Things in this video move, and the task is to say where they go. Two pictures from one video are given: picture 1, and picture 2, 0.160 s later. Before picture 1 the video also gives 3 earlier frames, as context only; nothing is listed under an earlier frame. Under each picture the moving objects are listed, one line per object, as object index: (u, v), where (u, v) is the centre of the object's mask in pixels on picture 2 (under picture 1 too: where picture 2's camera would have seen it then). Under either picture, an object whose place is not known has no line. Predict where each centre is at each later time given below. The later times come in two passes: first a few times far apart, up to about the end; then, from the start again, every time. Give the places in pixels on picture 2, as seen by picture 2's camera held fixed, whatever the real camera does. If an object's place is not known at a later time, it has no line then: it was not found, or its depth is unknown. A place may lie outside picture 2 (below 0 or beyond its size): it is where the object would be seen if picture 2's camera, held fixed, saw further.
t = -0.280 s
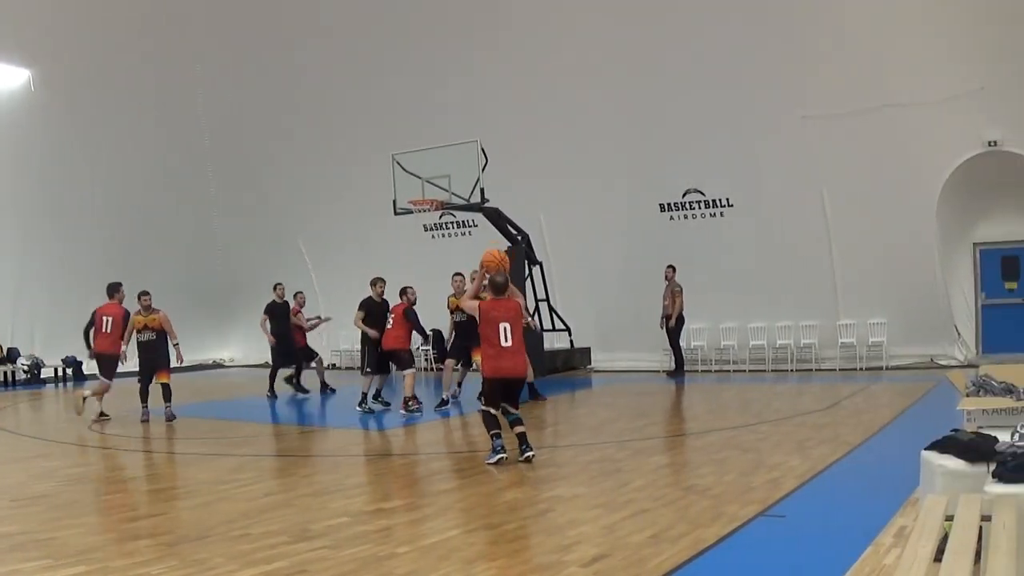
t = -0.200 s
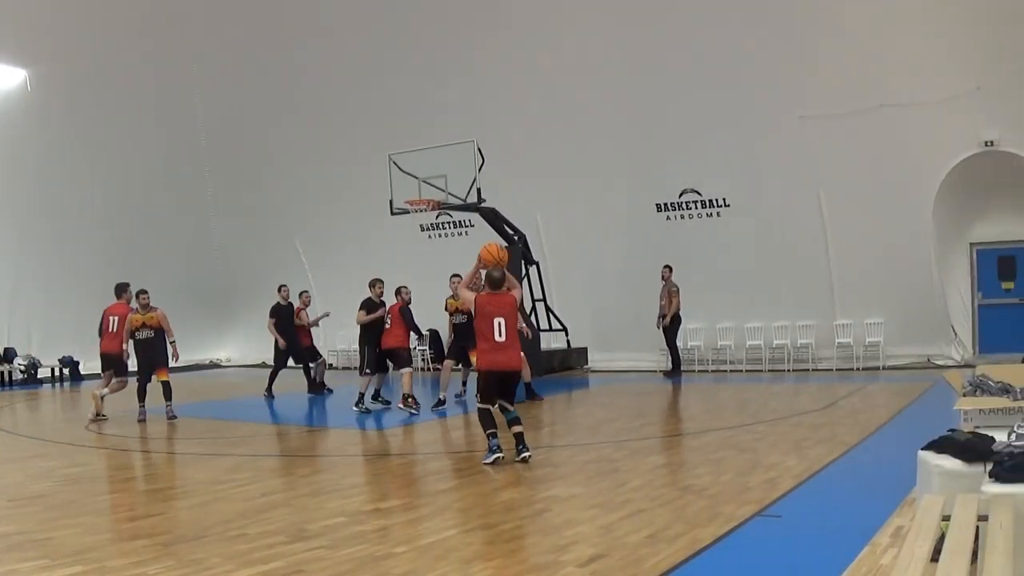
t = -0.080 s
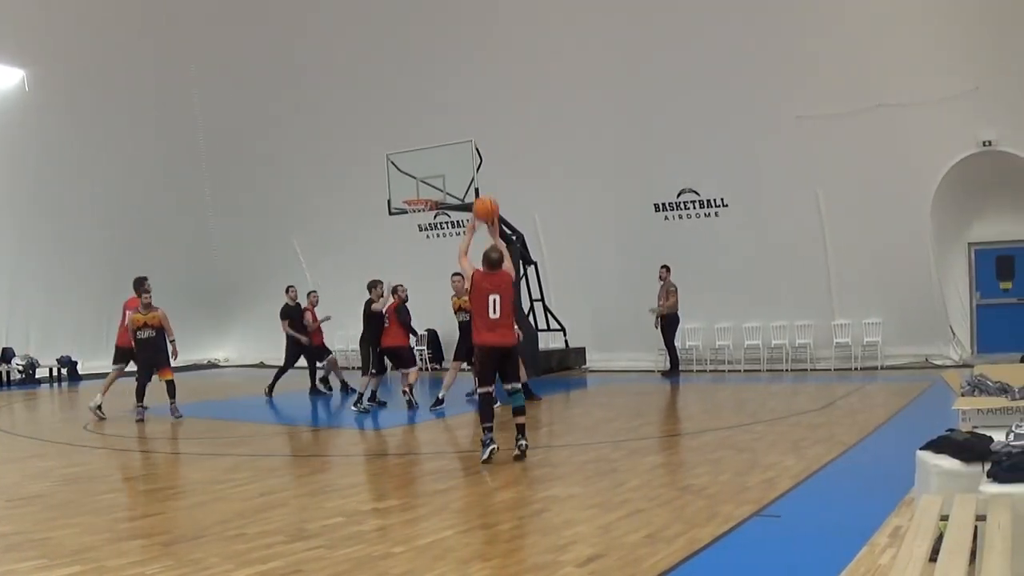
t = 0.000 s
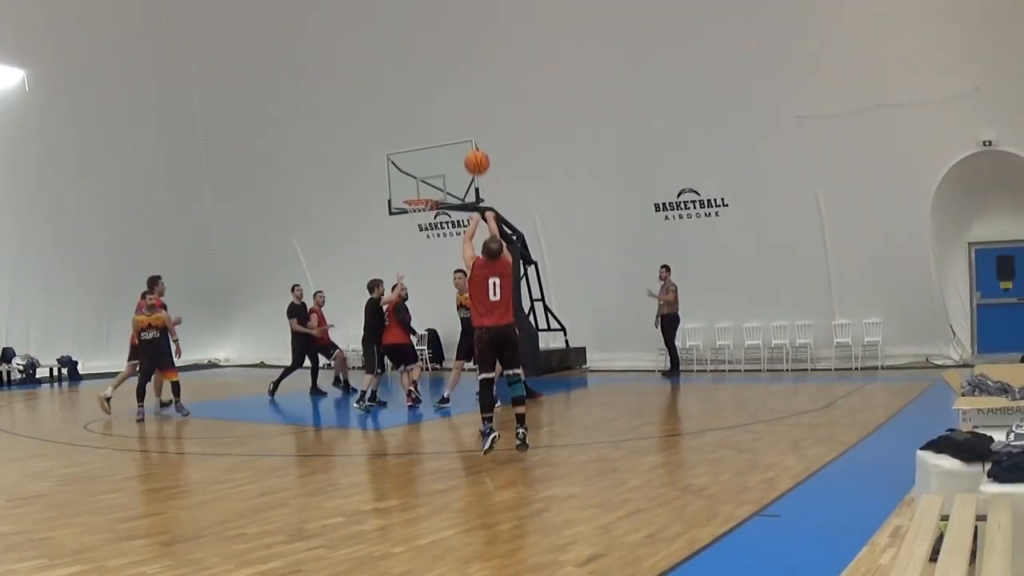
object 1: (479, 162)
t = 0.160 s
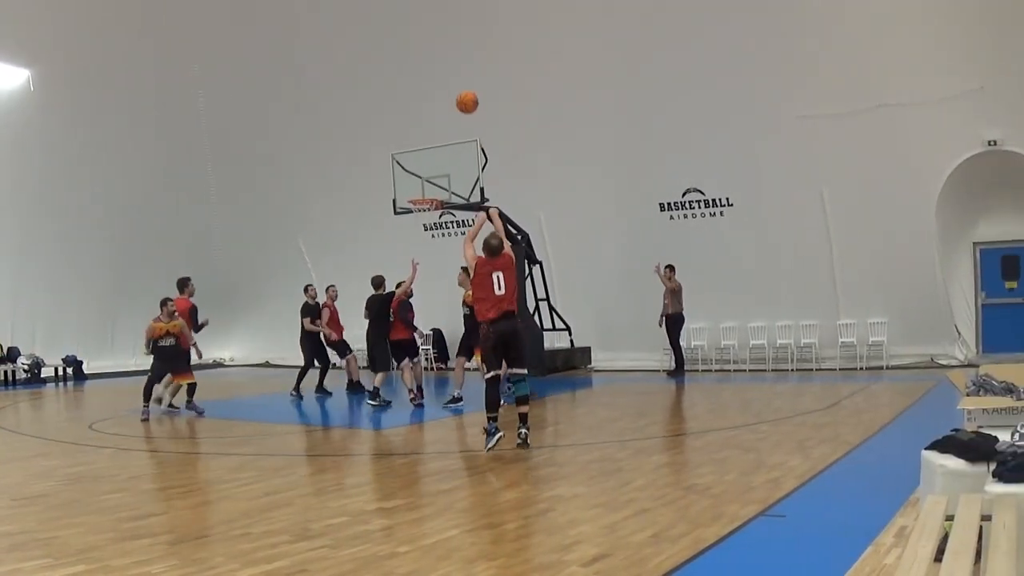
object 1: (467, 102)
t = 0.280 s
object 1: (459, 80)
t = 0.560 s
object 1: (445, 76)
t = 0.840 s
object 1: (438, 124)
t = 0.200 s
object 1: (464, 93)
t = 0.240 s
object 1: (462, 85)
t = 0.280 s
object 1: (459, 80)
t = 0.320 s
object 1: (457, 76)
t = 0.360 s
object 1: (455, 73)
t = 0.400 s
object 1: (452, 71)
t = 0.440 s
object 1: (450, 71)
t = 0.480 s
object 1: (449, 72)
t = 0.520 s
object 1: (447, 73)
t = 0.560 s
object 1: (445, 76)
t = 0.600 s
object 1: (444, 80)
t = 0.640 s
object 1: (443, 85)
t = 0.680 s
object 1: (441, 91)
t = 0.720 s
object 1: (441, 98)
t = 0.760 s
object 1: (440, 106)
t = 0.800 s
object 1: (439, 115)
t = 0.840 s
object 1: (438, 124)
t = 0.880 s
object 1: (438, 134)
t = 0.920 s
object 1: (437, 145)
